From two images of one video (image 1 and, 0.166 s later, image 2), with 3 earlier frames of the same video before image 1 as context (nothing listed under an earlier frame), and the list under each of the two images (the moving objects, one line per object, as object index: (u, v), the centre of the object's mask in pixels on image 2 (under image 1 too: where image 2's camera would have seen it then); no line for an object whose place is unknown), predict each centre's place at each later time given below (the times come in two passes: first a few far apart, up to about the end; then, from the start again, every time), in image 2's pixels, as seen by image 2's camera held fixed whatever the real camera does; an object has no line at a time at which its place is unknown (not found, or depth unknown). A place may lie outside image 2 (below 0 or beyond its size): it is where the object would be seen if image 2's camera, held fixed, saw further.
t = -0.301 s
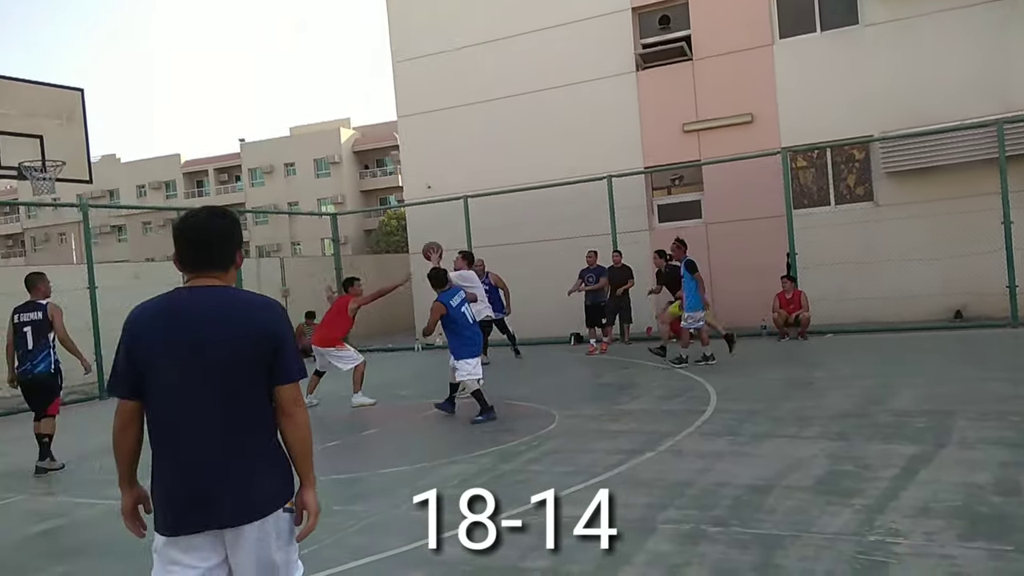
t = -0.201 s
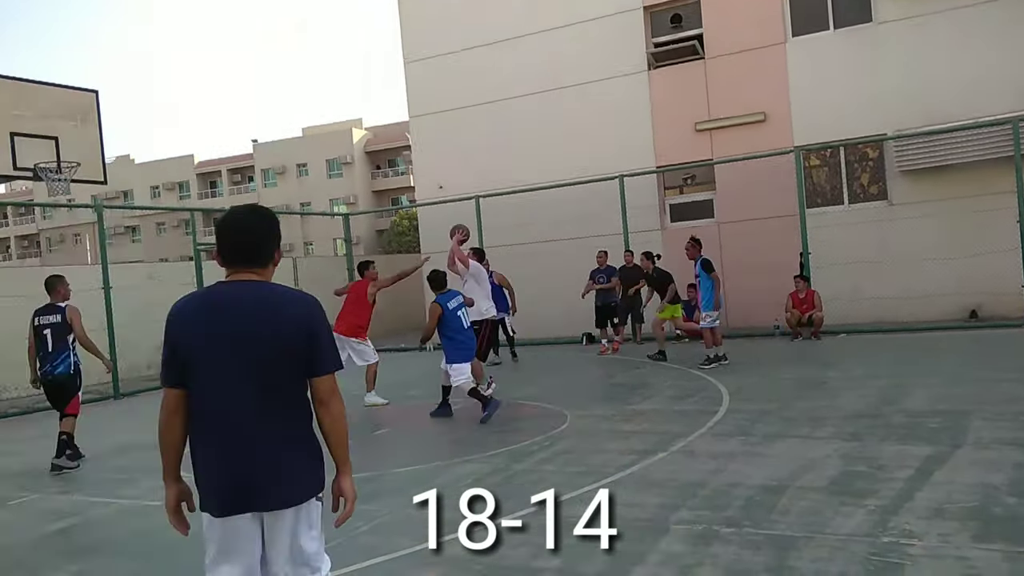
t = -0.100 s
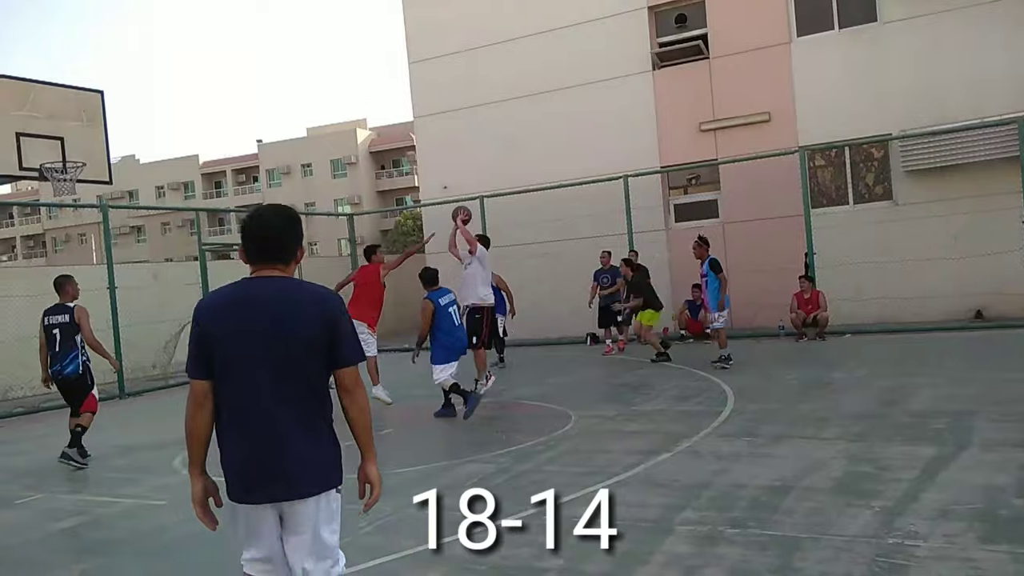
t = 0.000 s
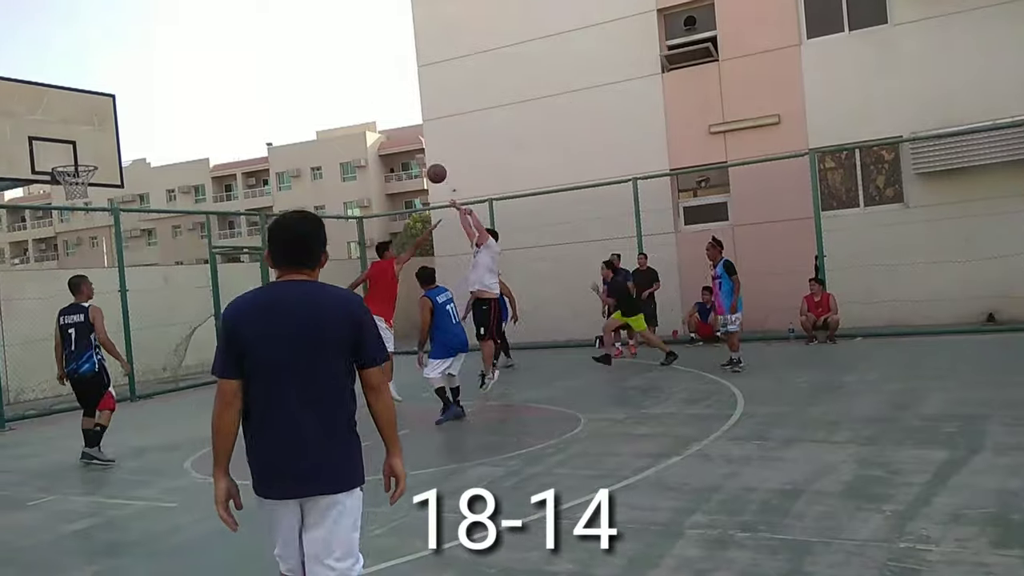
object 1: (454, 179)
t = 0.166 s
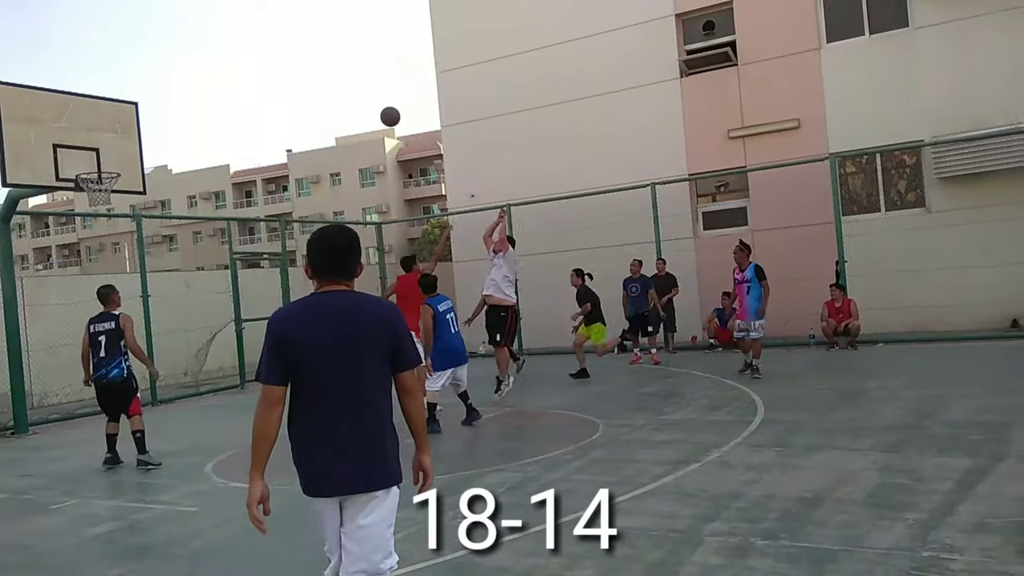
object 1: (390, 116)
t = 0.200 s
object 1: (378, 106)
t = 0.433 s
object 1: (292, 63)
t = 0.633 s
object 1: (222, 62)
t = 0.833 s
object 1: (155, 94)
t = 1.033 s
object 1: (92, 158)
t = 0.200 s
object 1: (378, 106)
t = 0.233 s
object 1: (365, 98)
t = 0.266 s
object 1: (352, 90)
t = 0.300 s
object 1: (340, 83)
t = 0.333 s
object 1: (328, 76)
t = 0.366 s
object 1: (316, 71)
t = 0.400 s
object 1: (304, 67)
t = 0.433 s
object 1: (292, 63)
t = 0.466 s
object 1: (280, 61)
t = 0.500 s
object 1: (268, 59)
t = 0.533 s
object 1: (256, 59)
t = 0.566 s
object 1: (245, 59)
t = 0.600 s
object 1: (233, 60)
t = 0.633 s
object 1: (222, 62)
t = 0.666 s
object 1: (211, 65)
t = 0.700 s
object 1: (199, 69)
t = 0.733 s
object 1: (188, 74)
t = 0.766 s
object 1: (177, 80)
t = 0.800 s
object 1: (166, 86)
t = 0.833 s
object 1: (155, 94)
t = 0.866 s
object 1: (145, 103)
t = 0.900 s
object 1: (134, 112)
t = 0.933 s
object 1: (123, 122)
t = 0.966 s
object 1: (113, 133)
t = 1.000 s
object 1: (102, 145)
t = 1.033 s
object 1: (92, 158)
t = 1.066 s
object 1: (82, 169)
